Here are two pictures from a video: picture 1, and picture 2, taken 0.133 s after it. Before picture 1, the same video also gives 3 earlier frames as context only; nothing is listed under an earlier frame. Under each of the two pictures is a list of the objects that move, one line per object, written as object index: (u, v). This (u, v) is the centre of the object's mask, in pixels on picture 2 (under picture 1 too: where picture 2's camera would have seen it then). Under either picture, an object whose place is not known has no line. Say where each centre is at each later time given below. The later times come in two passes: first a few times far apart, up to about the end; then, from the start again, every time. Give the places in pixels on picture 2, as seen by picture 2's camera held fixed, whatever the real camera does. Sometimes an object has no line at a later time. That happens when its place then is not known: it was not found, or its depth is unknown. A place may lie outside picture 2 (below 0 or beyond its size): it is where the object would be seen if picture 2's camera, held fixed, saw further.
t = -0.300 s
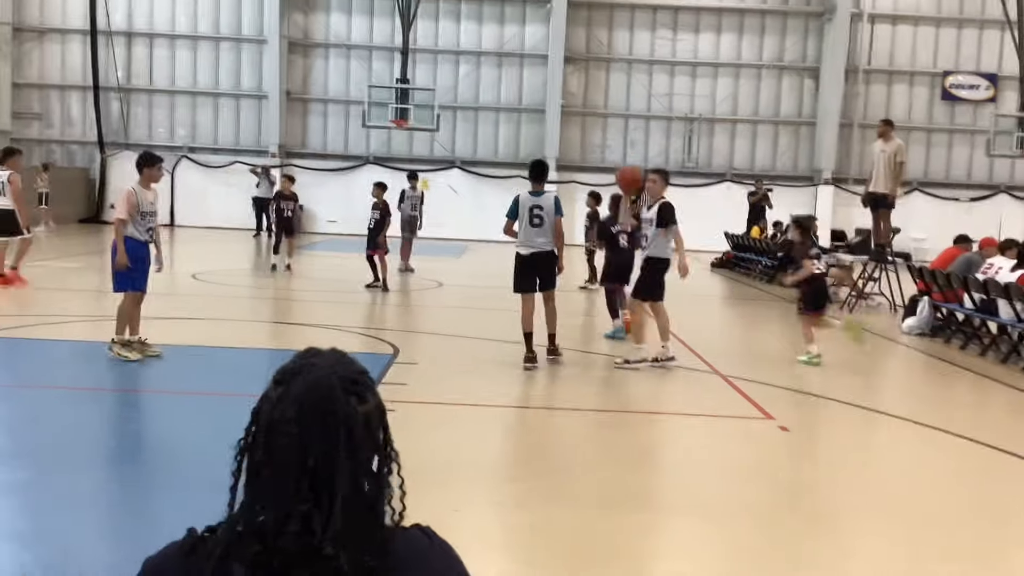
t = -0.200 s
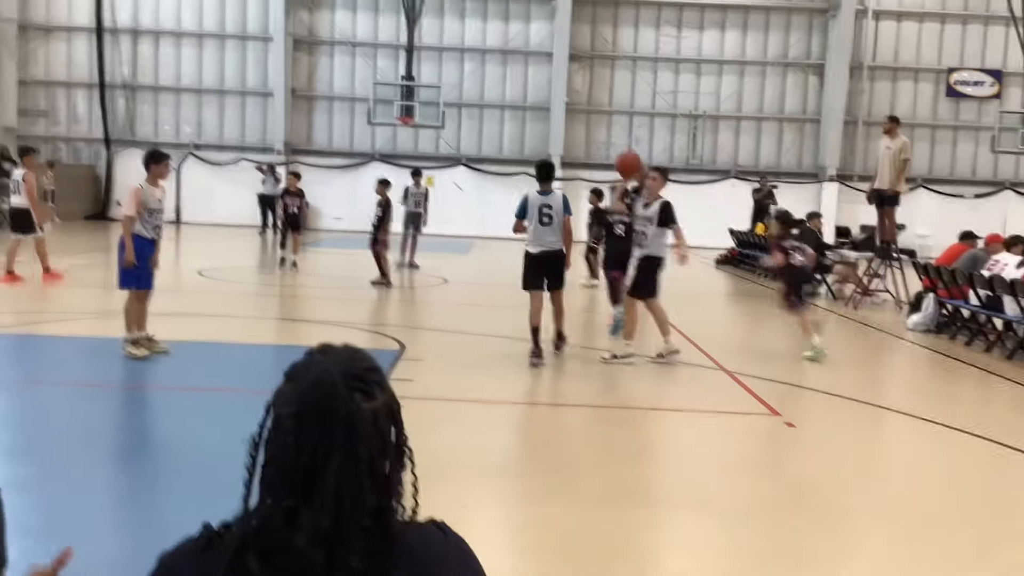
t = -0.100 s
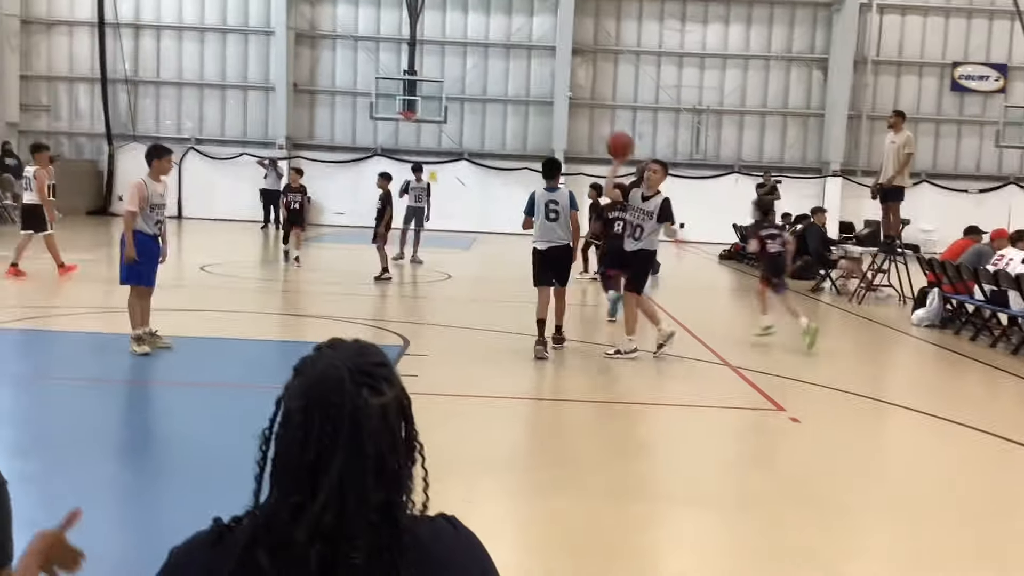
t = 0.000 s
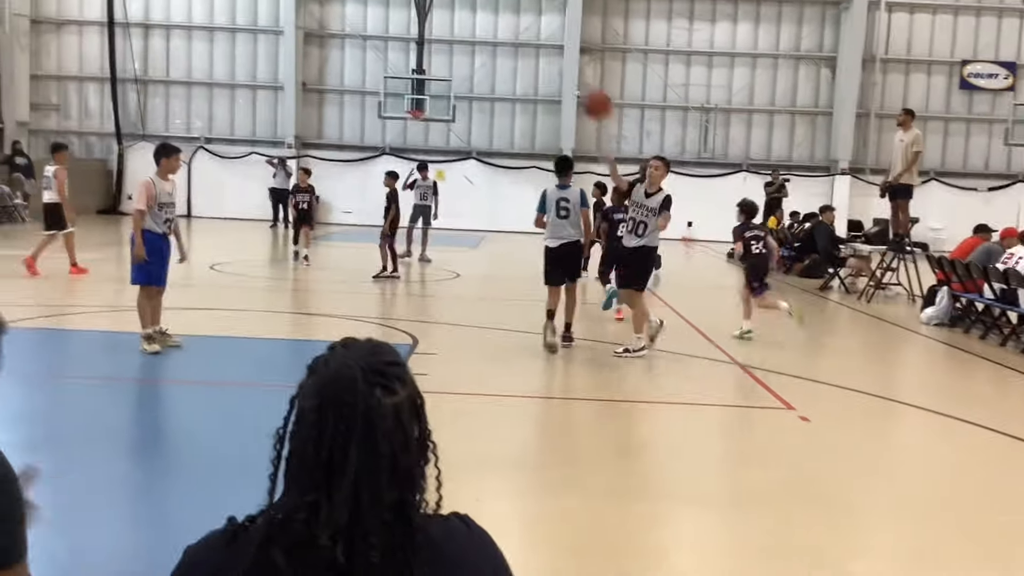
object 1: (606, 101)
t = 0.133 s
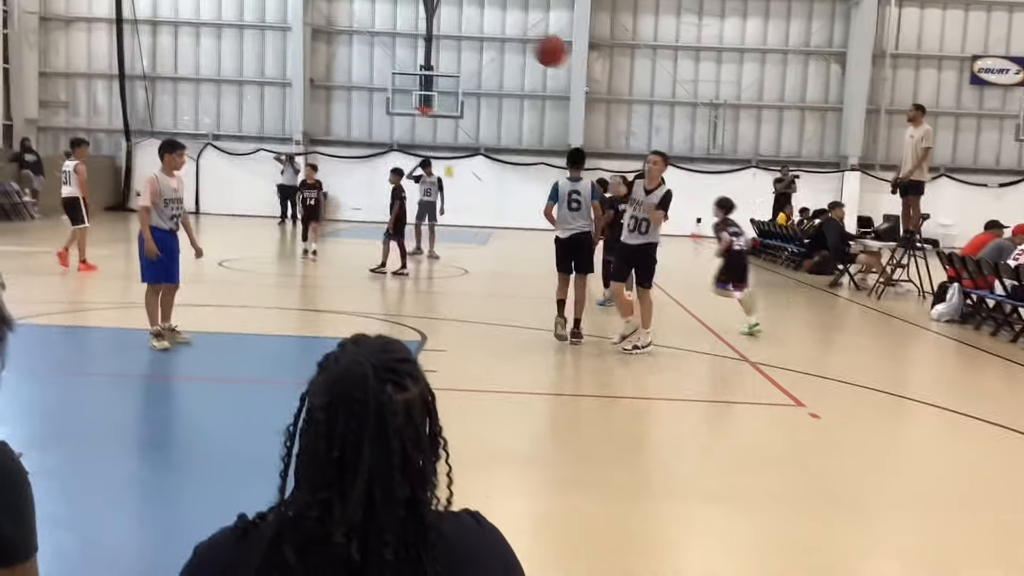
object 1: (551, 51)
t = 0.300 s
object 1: (463, 13)
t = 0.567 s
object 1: (265, 38)
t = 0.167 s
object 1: (535, 41)
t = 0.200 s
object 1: (519, 32)
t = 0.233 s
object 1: (501, 24)
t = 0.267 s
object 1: (482, 18)
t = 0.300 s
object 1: (463, 13)
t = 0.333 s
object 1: (443, 10)
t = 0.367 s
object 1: (422, 10)
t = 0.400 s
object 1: (399, 10)
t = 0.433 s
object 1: (376, 12)
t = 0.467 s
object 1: (351, 15)
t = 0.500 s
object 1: (323, 19)
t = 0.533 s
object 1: (295, 28)
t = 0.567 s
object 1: (265, 38)
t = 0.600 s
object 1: (231, 52)
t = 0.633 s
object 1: (198, 68)
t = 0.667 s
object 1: (159, 89)
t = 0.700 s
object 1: (119, 115)
